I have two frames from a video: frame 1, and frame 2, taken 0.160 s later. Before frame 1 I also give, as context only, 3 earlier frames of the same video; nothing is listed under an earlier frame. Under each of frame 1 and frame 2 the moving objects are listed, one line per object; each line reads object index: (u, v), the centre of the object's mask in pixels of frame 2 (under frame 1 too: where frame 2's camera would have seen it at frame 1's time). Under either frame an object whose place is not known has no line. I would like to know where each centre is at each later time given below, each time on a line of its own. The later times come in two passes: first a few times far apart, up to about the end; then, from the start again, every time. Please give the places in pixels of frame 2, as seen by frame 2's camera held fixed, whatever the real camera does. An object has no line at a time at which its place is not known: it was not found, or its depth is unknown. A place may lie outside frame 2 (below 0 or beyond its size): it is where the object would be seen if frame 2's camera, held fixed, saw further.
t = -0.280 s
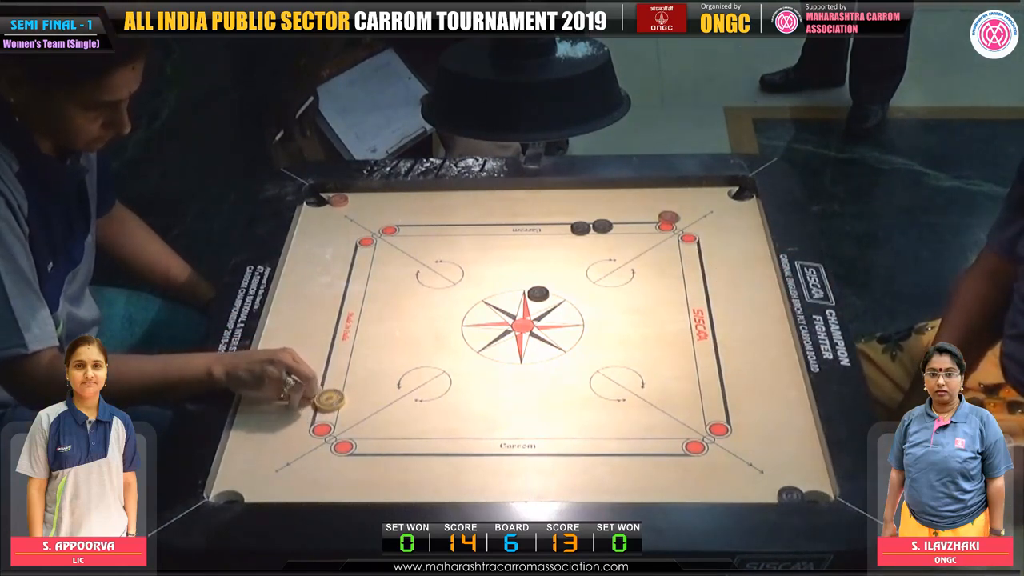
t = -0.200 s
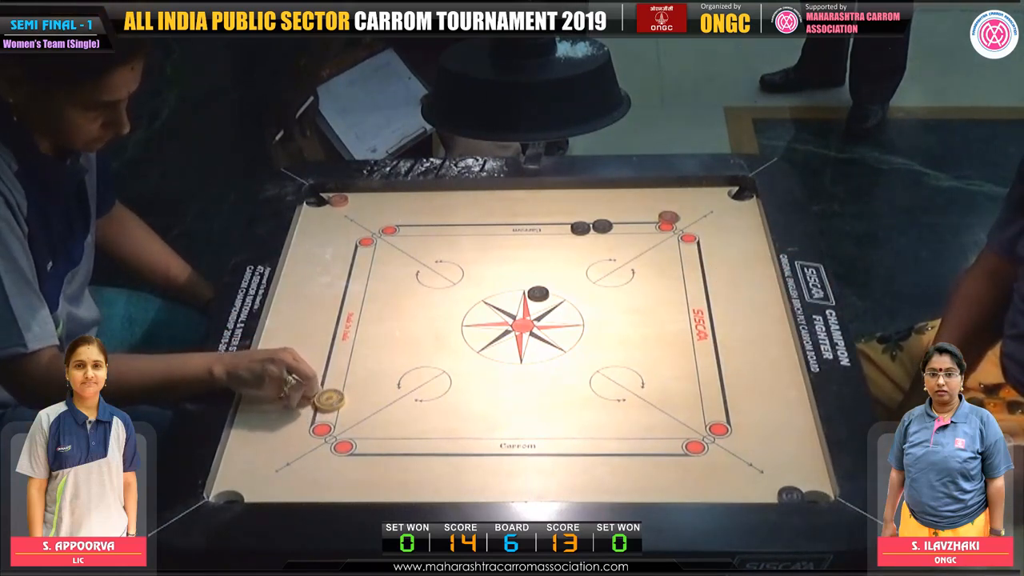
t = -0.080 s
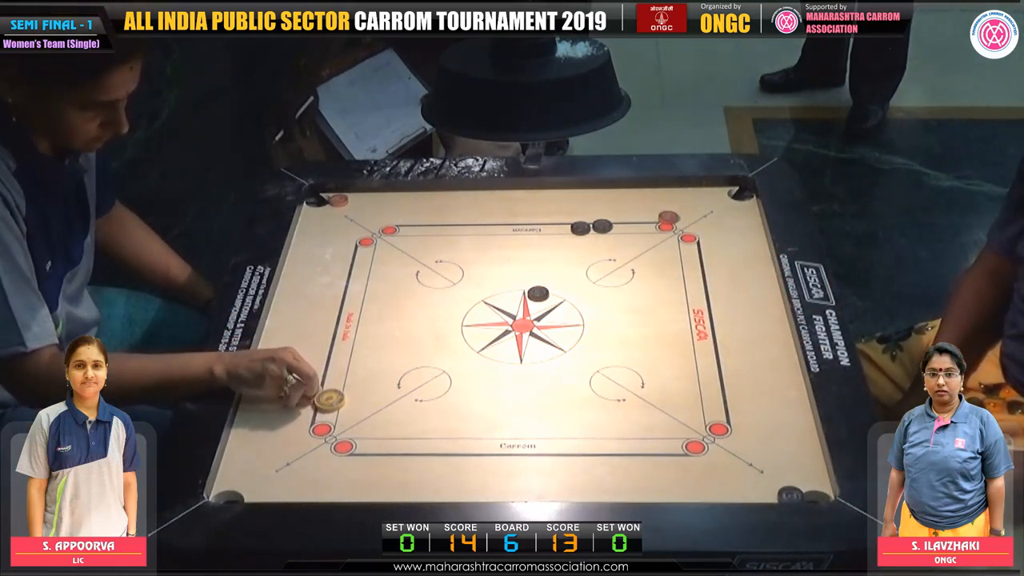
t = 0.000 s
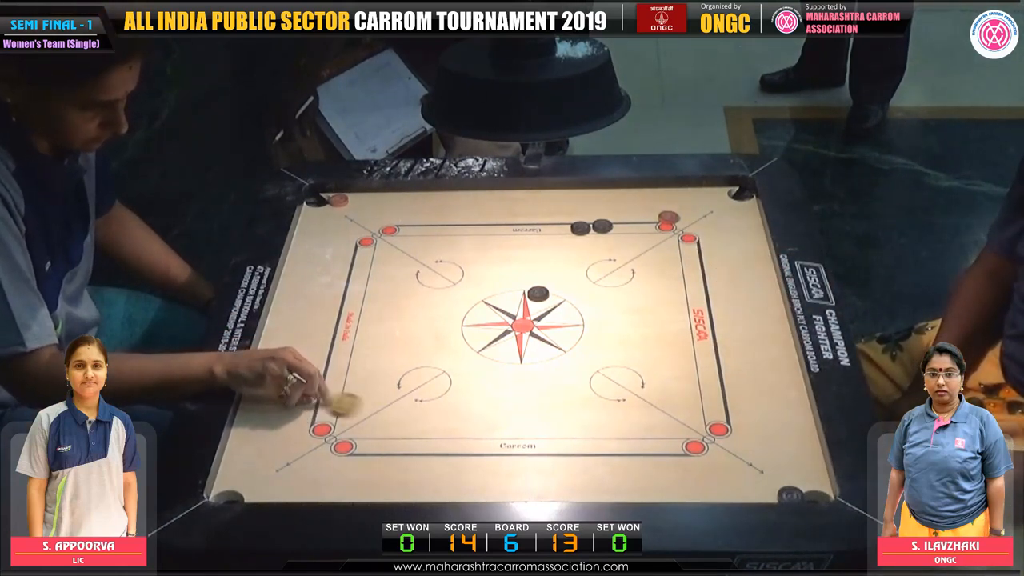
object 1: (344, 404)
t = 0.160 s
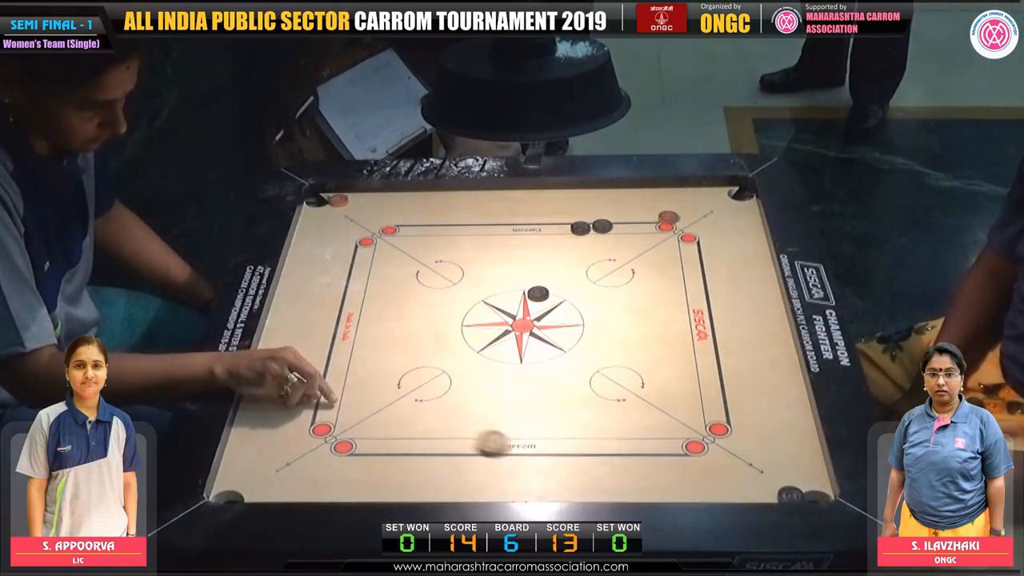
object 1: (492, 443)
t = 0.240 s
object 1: (564, 461)
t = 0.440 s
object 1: (726, 494)
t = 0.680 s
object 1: (795, 482)
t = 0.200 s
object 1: (528, 452)
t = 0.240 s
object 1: (564, 461)
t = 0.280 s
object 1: (597, 469)
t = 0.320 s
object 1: (631, 477)
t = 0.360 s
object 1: (665, 485)
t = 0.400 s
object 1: (696, 491)
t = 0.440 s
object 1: (726, 494)
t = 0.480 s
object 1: (754, 495)
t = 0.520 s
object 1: (768, 493)
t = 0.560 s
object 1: (777, 491)
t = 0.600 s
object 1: (784, 488)
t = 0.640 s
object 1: (790, 485)
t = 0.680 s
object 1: (795, 482)
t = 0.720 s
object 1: (798, 480)
